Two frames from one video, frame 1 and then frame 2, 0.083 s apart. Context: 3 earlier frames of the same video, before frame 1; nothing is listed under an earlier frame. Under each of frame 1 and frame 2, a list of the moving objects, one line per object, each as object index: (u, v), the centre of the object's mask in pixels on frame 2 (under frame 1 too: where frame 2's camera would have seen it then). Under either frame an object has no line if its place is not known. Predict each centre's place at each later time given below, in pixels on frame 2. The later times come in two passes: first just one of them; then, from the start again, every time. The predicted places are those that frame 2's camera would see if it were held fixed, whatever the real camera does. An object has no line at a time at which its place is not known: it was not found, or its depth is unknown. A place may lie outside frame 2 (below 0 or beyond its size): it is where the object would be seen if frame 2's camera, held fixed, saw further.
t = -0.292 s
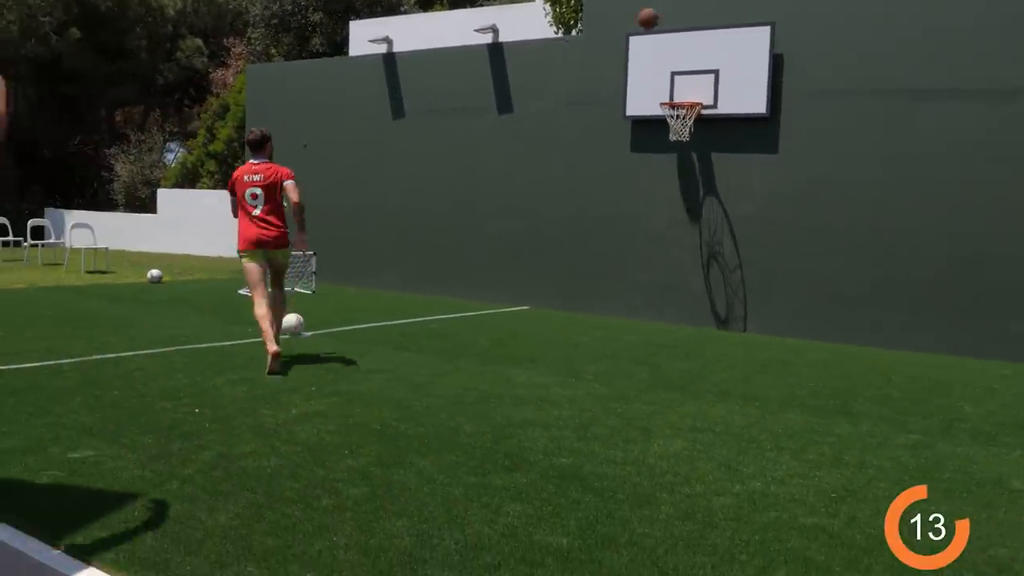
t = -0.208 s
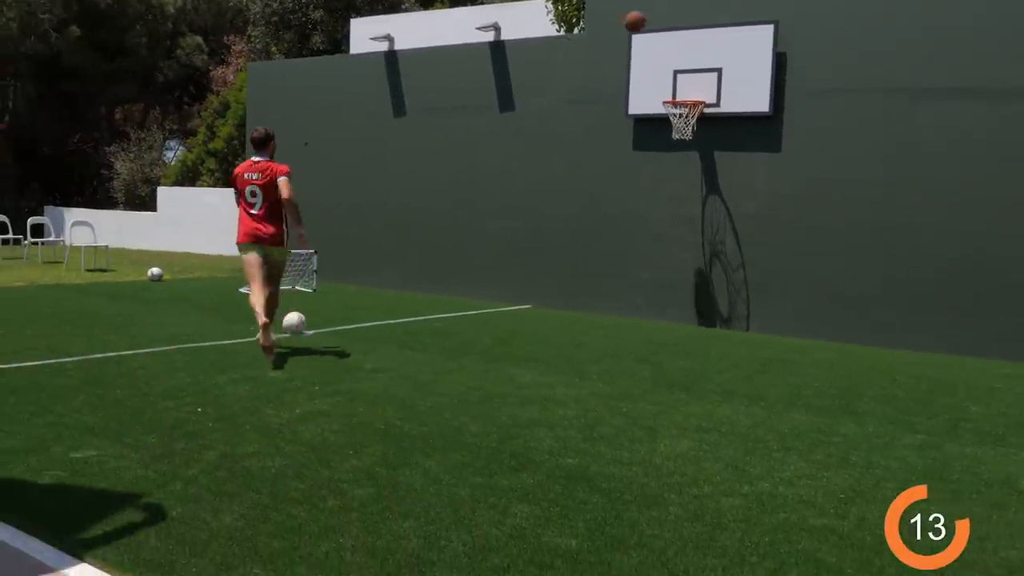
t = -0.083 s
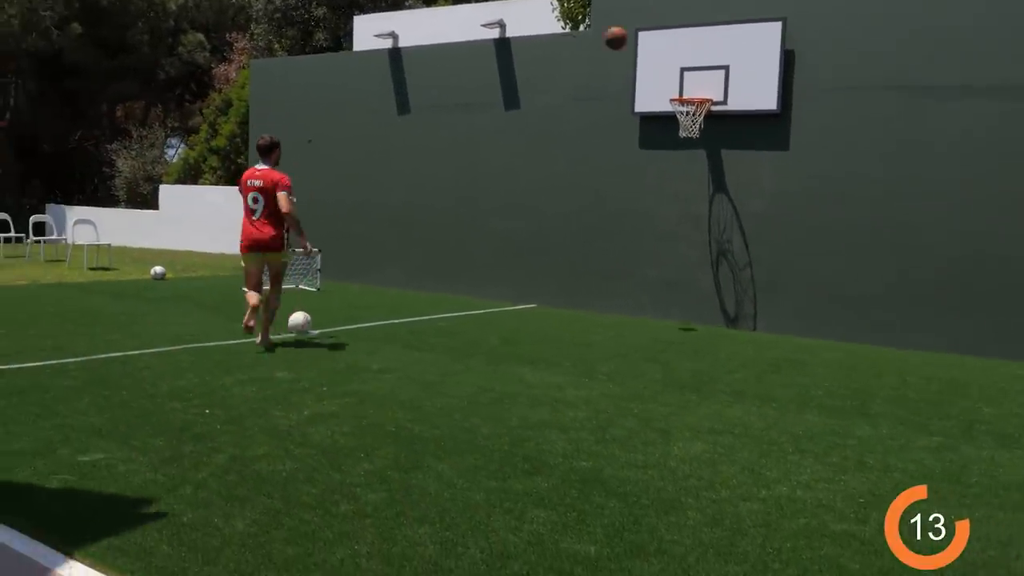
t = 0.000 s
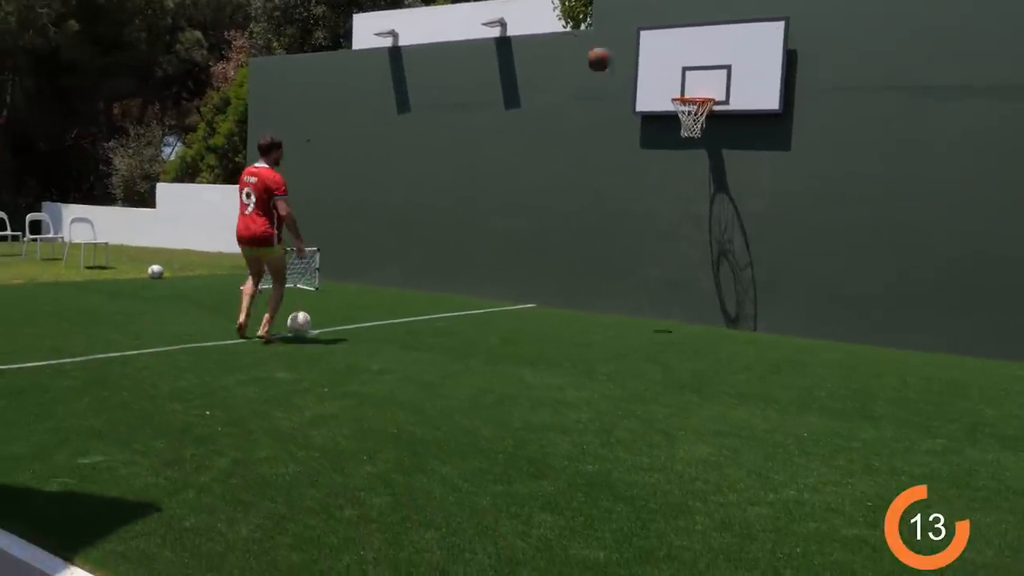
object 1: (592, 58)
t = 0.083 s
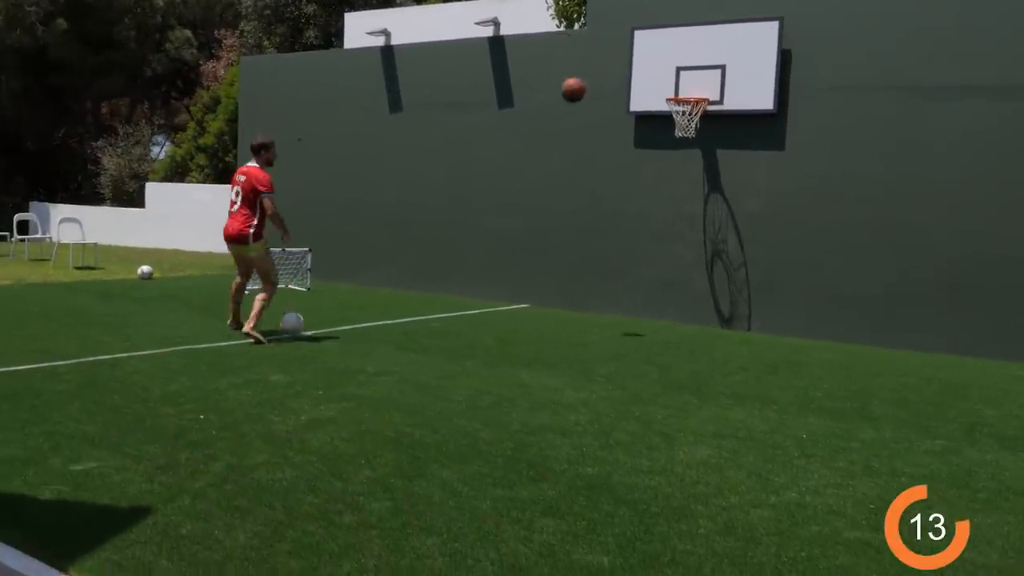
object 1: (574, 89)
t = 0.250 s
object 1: (530, 180)
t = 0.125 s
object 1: (562, 109)
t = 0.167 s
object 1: (552, 130)
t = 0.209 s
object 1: (541, 154)
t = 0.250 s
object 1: (530, 180)
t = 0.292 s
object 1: (518, 210)
